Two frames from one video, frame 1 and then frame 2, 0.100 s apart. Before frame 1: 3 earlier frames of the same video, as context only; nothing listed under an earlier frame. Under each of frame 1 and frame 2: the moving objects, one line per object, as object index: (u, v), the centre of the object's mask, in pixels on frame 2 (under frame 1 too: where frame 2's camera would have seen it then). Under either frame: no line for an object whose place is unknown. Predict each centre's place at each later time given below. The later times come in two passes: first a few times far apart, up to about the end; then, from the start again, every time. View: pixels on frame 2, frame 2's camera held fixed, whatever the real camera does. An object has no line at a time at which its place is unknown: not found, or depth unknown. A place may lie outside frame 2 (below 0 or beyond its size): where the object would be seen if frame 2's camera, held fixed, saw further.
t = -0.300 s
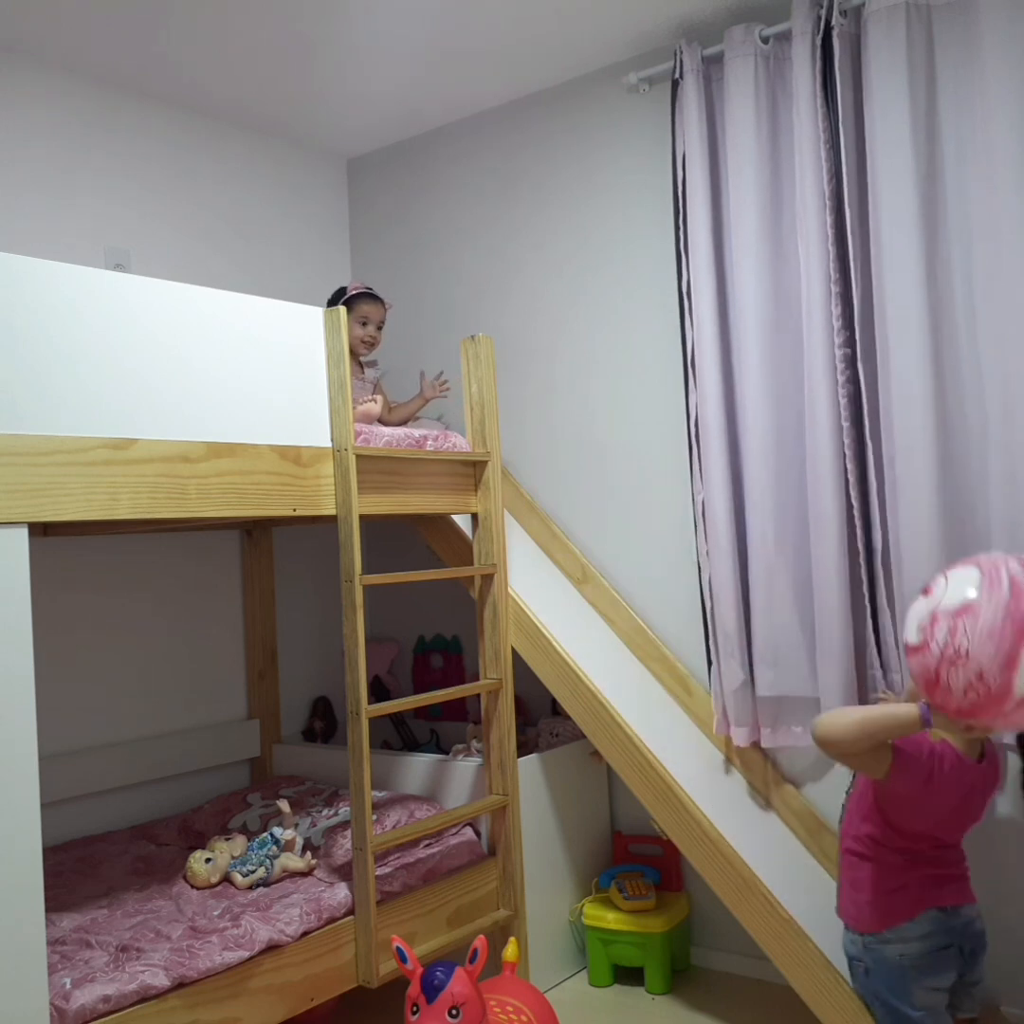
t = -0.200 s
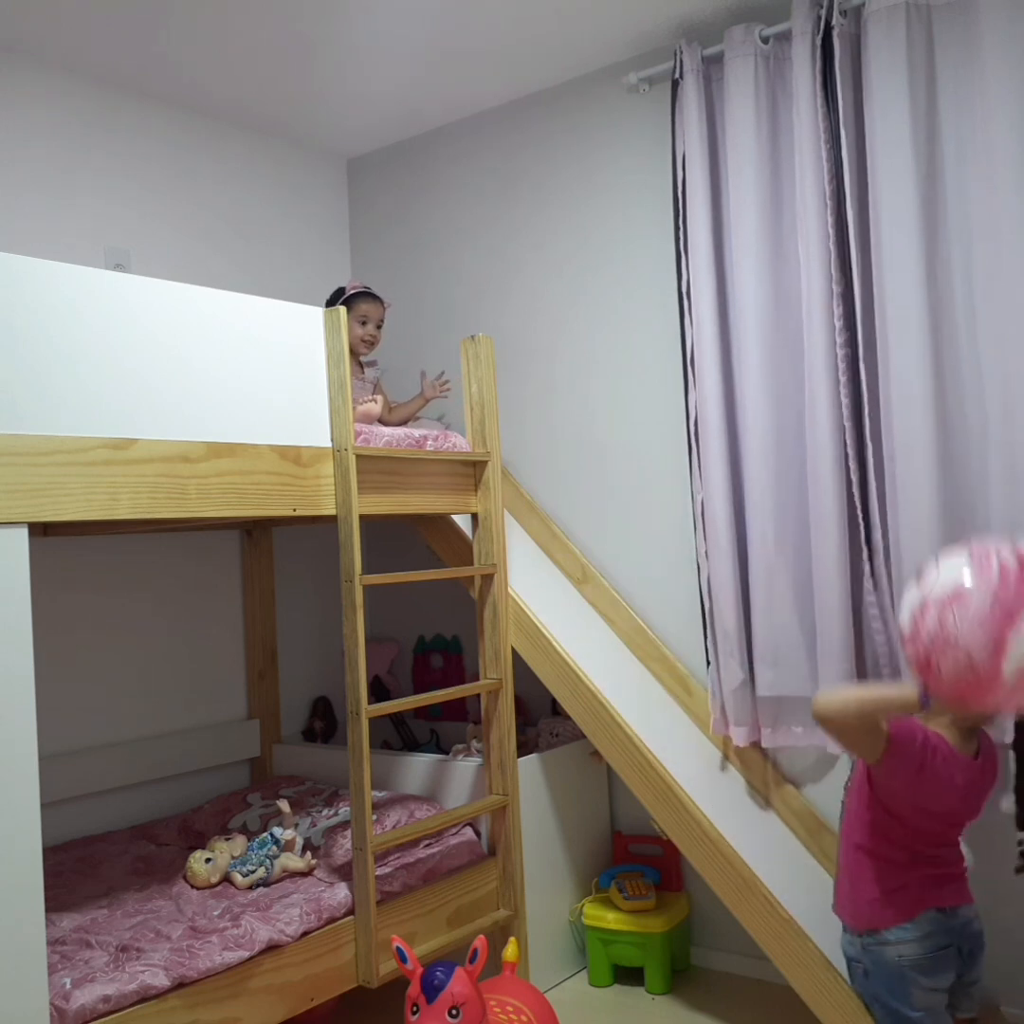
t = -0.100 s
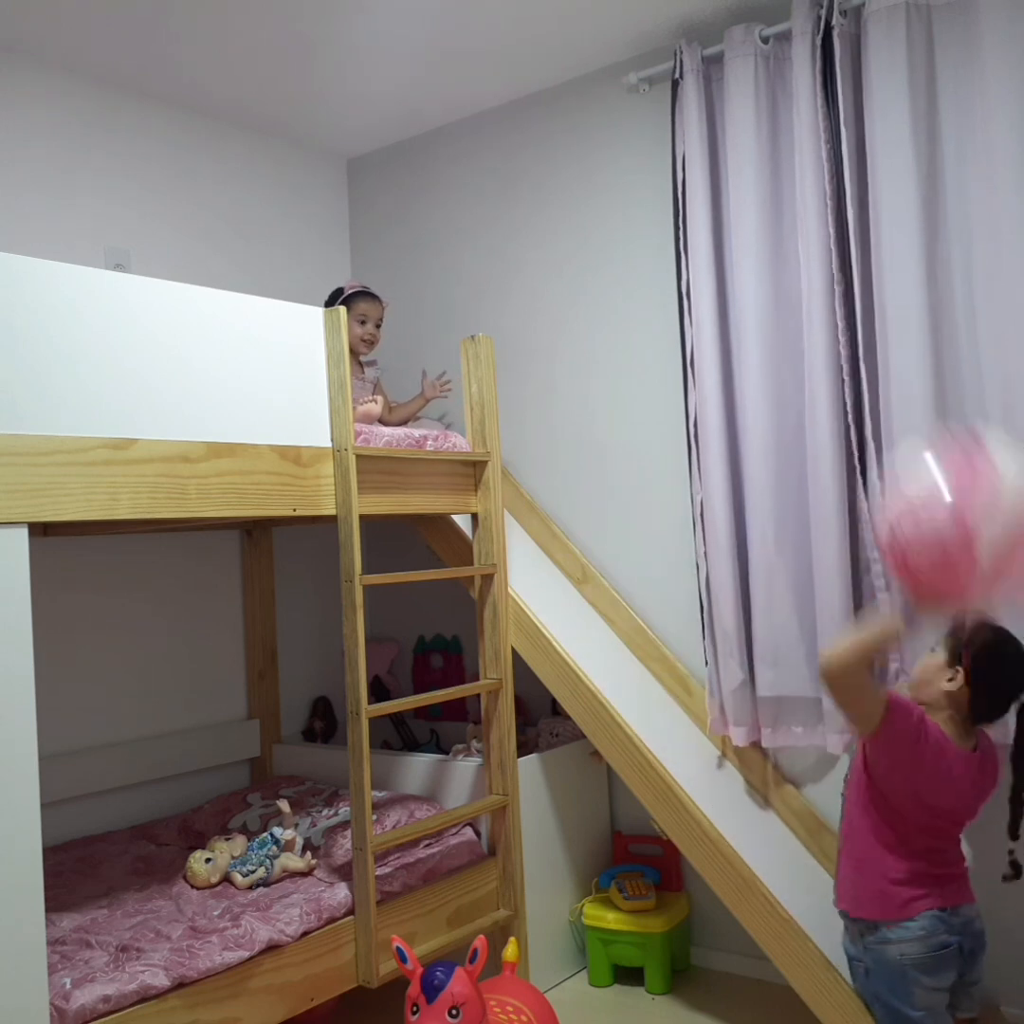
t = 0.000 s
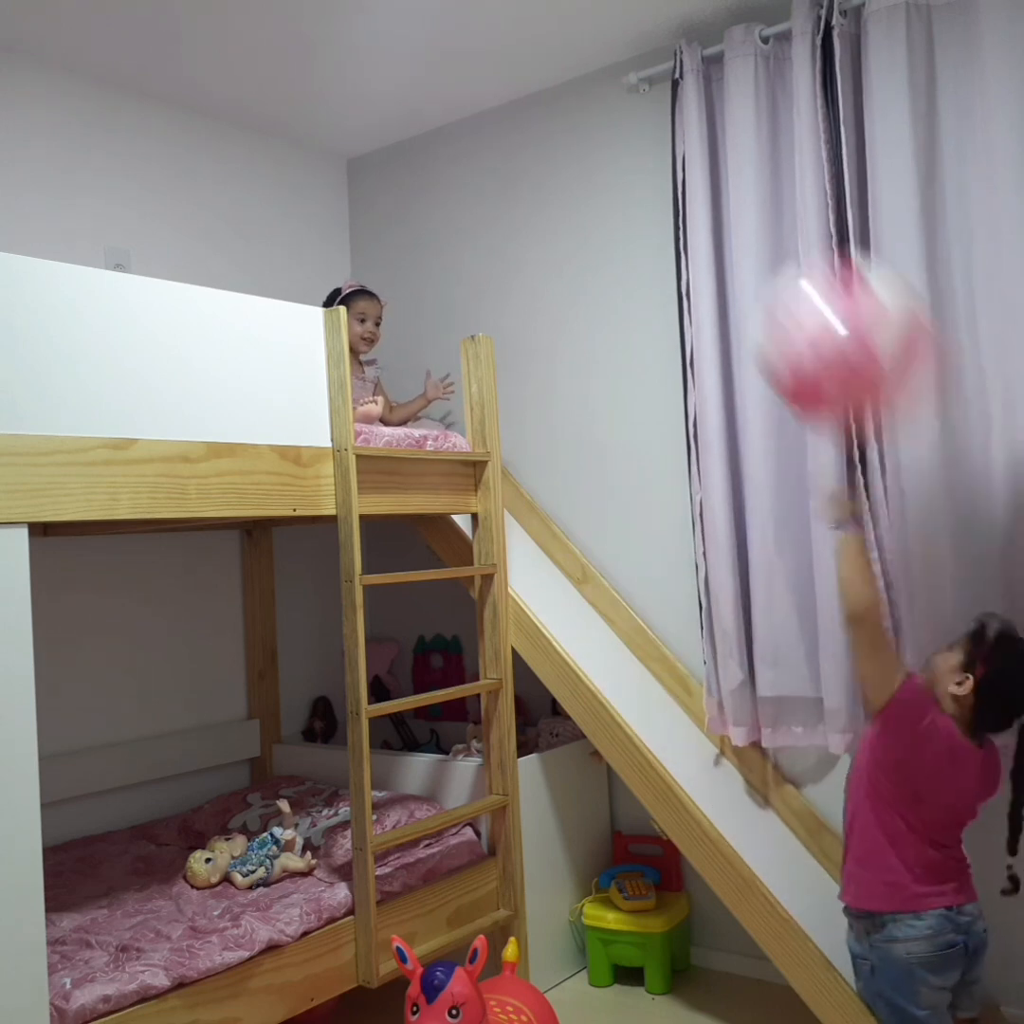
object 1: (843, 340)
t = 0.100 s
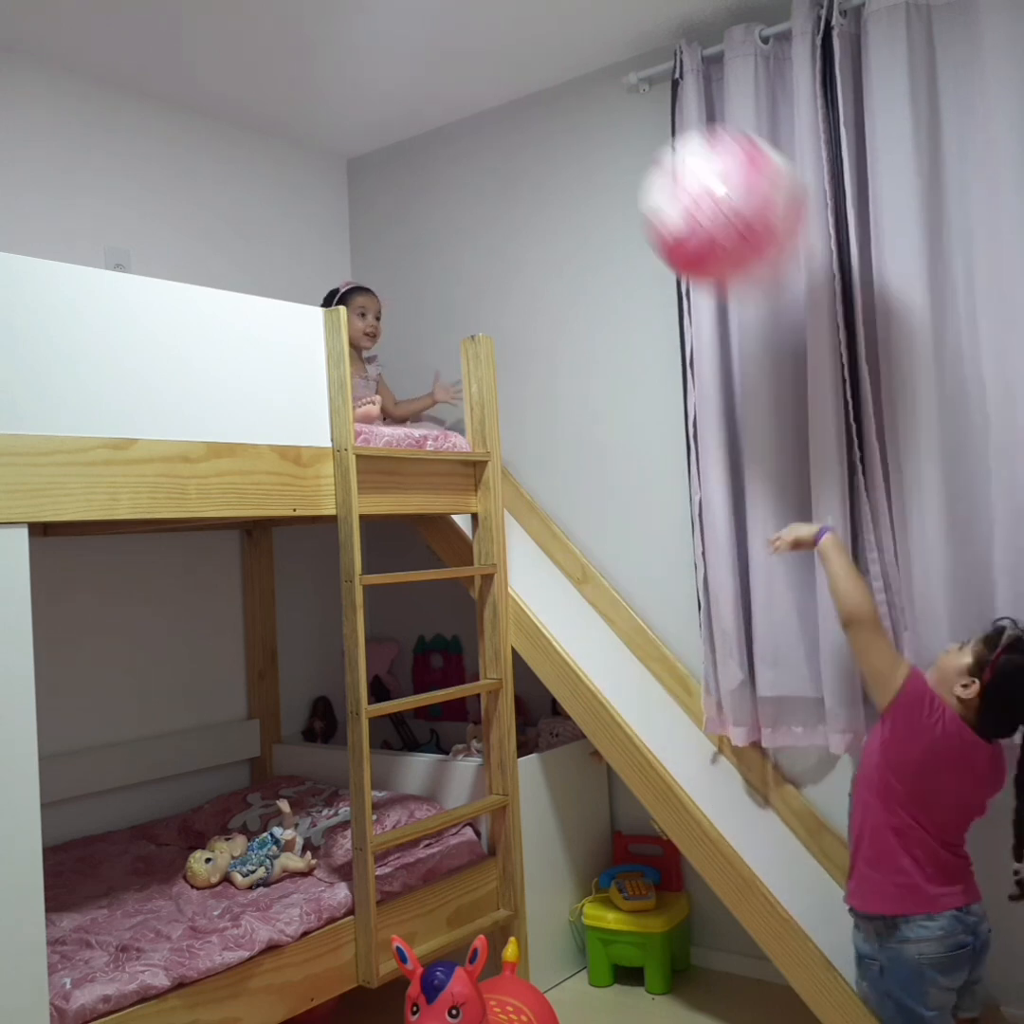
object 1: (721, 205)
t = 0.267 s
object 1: (569, 112)
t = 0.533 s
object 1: (411, 174)
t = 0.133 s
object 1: (687, 176)
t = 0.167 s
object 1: (654, 152)
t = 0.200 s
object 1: (624, 135)
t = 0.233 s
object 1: (595, 121)
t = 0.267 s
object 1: (569, 112)
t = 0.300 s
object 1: (544, 108)
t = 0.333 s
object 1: (521, 109)
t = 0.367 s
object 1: (499, 112)
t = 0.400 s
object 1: (479, 119)
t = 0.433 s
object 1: (461, 129)
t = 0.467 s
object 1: (442, 142)
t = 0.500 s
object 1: (426, 157)
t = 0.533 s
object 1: (411, 174)
